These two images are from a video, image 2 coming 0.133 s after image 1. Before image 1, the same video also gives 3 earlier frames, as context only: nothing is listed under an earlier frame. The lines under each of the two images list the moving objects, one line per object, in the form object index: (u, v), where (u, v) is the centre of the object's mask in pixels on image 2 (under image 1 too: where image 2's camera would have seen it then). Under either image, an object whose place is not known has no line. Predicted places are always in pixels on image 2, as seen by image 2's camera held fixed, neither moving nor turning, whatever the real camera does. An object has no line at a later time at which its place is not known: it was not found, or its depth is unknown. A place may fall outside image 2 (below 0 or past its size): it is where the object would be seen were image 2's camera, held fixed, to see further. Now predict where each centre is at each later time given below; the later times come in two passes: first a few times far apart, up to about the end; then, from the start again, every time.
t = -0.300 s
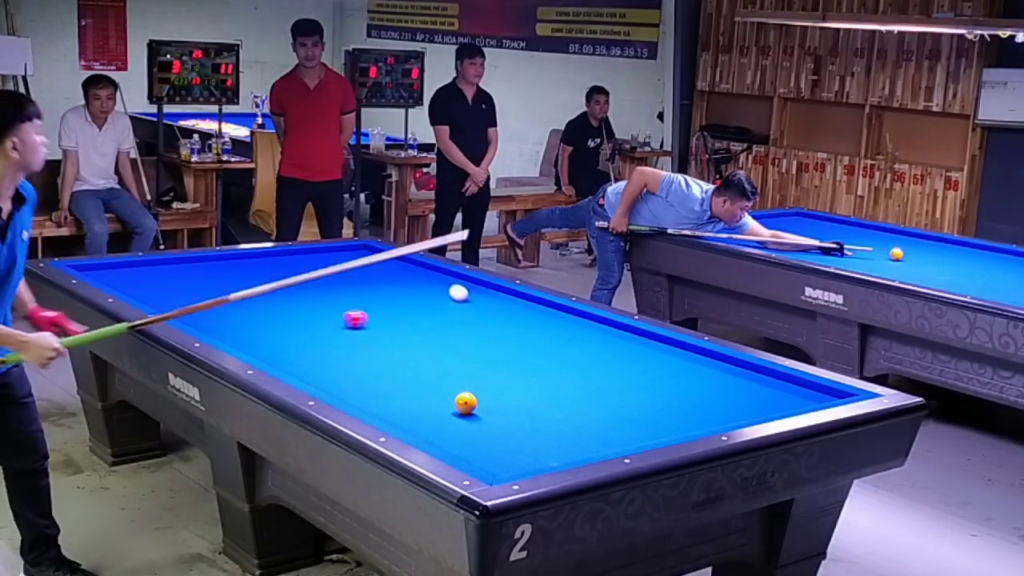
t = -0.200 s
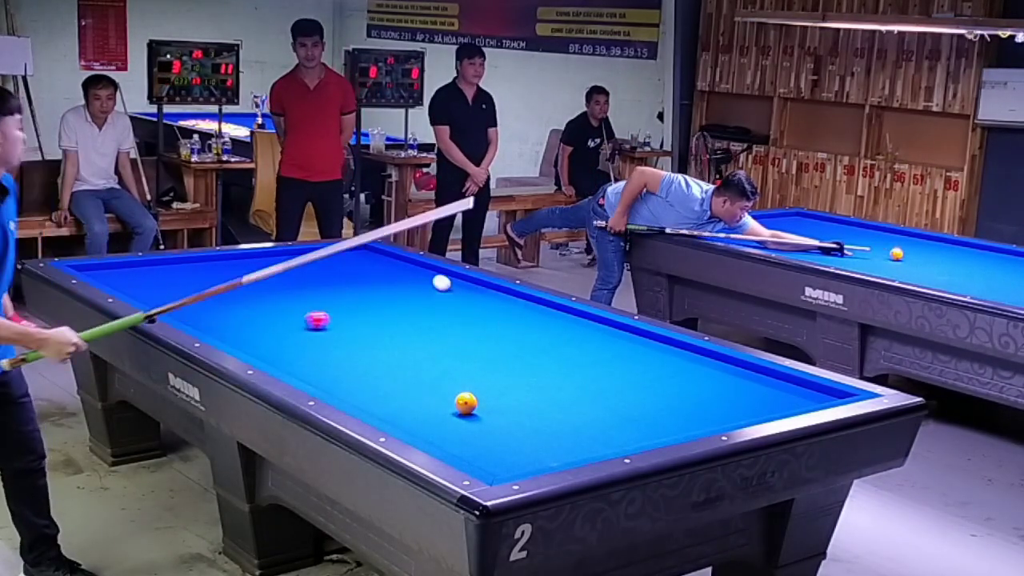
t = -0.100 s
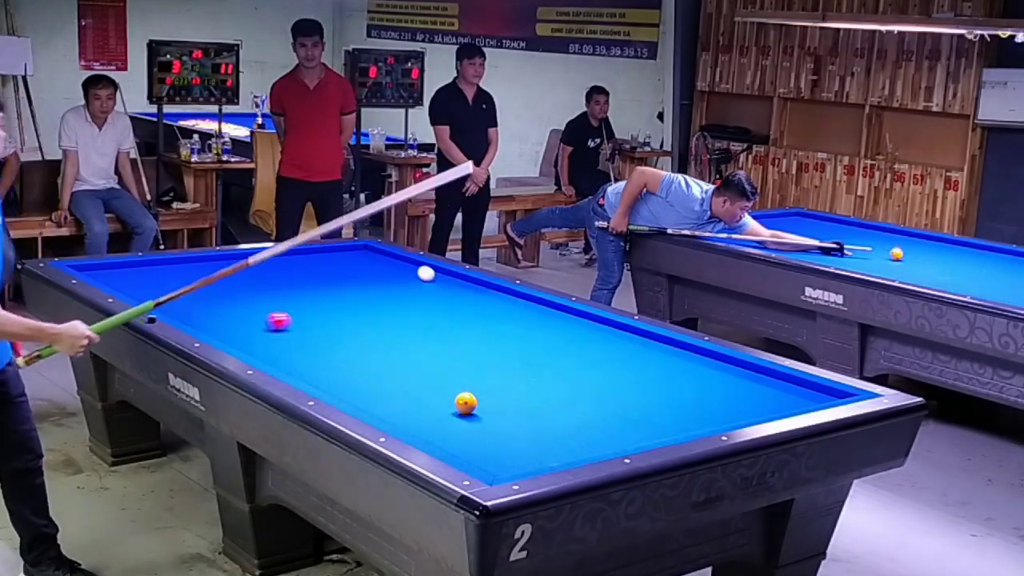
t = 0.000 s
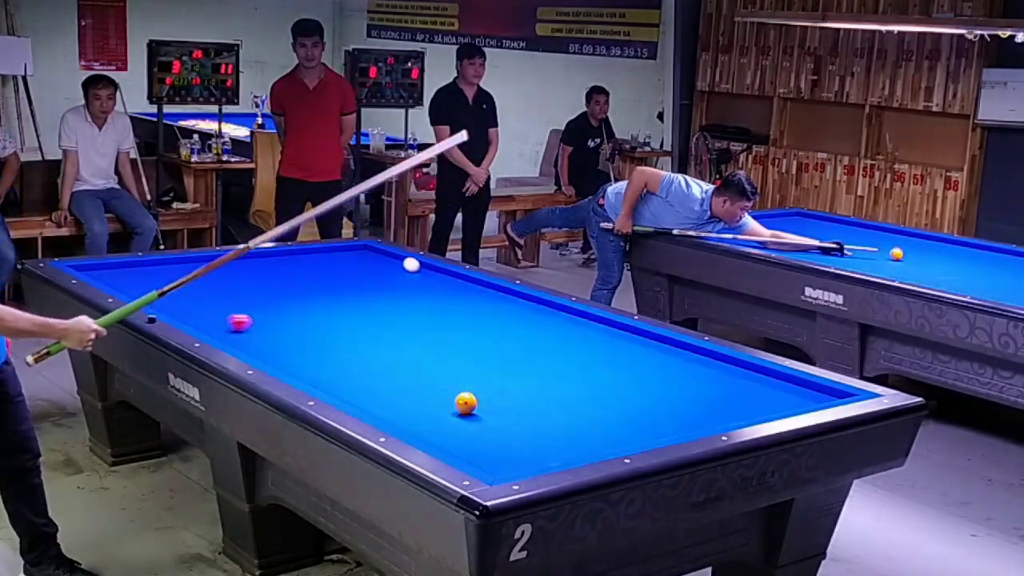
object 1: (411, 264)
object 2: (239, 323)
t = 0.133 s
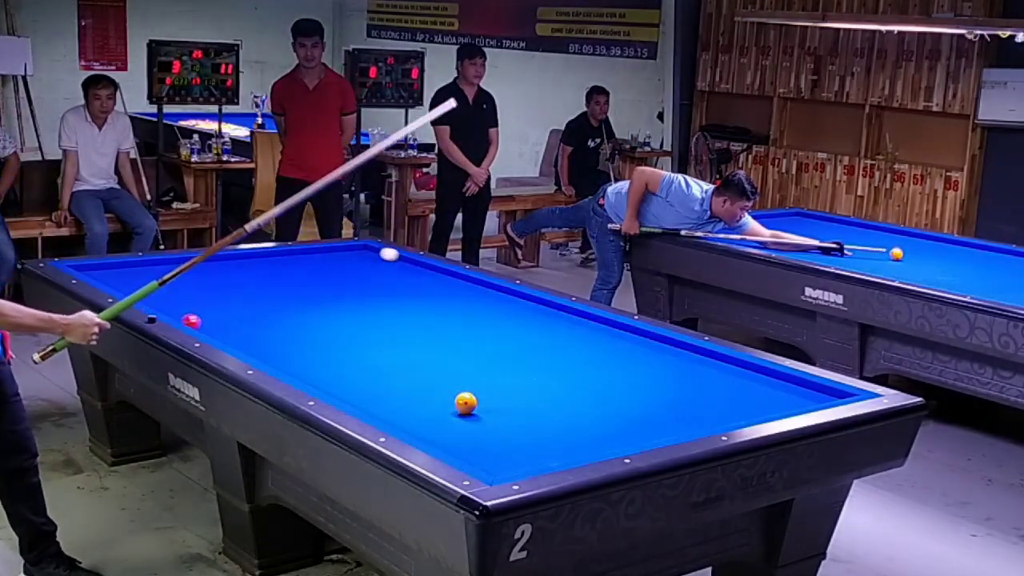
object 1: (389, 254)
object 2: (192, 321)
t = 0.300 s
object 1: (353, 247)
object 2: (230, 317)
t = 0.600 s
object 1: (378, 262)
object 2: (275, 309)
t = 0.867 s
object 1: (395, 274)
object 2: (309, 302)
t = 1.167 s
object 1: (416, 289)
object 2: (345, 295)
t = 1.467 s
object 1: (439, 305)
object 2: (377, 288)
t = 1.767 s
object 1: (464, 323)
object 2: (406, 283)
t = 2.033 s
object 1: (488, 340)
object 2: (431, 278)
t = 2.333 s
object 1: (518, 361)
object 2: (446, 273)
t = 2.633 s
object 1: (550, 385)
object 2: (425, 274)
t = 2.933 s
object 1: (587, 412)
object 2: (404, 274)
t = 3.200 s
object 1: (623, 437)
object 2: (387, 274)
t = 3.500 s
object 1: (588, 431)
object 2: (367, 275)
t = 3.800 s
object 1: (545, 420)
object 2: (349, 275)
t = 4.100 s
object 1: (506, 410)
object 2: (331, 275)
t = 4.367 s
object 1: (485, 403)
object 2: (316, 275)
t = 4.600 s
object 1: (482, 398)
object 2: (304, 276)
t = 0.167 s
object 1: (379, 252)
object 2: (199, 321)
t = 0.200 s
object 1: (371, 250)
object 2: (207, 321)
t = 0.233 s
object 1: (362, 249)
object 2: (215, 320)
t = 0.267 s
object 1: (355, 247)
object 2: (223, 319)
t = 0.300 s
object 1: (353, 247)
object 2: (230, 317)
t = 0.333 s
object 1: (357, 249)
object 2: (236, 316)
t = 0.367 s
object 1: (360, 251)
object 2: (242, 315)
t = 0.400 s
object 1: (363, 252)
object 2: (247, 314)
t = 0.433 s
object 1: (366, 254)
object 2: (253, 314)
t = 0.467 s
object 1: (369, 256)
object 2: (257, 313)
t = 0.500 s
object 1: (371, 257)
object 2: (262, 312)
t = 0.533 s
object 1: (374, 259)
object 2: (266, 311)
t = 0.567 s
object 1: (376, 261)
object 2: (271, 310)
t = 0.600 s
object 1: (378, 262)
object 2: (275, 309)
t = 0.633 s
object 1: (380, 264)
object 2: (280, 308)
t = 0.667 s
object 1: (382, 265)
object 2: (284, 307)
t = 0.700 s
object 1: (385, 267)
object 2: (289, 306)
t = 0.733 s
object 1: (387, 268)
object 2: (293, 305)
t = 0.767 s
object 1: (389, 270)
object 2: (297, 304)
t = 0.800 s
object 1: (391, 271)
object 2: (301, 304)
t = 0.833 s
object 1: (393, 273)
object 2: (306, 303)
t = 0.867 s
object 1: (395, 274)
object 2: (309, 302)
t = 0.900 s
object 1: (398, 276)
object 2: (314, 301)
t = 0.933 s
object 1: (400, 277)
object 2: (318, 301)
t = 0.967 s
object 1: (402, 279)
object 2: (322, 300)
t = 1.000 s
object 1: (405, 281)
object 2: (326, 299)
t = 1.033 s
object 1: (407, 282)
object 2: (329, 298)
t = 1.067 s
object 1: (409, 284)
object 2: (333, 297)
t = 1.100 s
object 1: (411, 286)
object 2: (337, 297)
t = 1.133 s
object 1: (414, 287)
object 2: (341, 296)
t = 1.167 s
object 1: (416, 289)
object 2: (345, 295)
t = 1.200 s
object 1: (419, 291)
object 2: (348, 294)
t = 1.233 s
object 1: (421, 293)
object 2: (352, 294)
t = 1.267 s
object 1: (424, 294)
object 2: (356, 293)
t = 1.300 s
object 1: (426, 296)
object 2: (359, 292)
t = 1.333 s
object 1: (429, 298)
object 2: (363, 291)
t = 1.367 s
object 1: (431, 300)
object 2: (366, 290)
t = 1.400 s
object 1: (434, 301)
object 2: (370, 290)
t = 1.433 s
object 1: (437, 304)
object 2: (373, 289)
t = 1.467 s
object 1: (439, 305)
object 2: (377, 288)
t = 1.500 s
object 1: (442, 307)
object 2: (381, 288)
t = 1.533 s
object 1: (444, 309)
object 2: (384, 287)
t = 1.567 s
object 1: (447, 311)
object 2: (387, 286)
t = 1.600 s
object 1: (450, 313)
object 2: (390, 286)
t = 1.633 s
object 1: (453, 315)
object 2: (394, 285)
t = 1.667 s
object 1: (455, 317)
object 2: (397, 284)
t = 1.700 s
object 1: (458, 319)
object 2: (400, 284)
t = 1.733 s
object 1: (461, 321)
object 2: (404, 283)
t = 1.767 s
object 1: (464, 323)
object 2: (406, 283)
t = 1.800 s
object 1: (467, 325)
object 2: (410, 282)
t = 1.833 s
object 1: (470, 327)
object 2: (413, 281)
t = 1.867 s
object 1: (473, 329)
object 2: (416, 281)
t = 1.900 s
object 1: (476, 331)
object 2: (419, 280)
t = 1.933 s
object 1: (479, 334)
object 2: (422, 279)
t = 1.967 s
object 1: (482, 336)
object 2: (425, 279)
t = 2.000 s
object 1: (485, 338)
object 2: (428, 278)
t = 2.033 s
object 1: (488, 340)
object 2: (431, 278)
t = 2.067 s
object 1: (491, 343)
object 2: (434, 277)
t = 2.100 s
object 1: (494, 345)
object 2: (436, 276)
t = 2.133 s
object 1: (498, 347)
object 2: (439, 276)
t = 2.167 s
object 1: (501, 349)
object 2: (442, 275)
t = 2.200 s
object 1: (504, 352)
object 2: (445, 275)
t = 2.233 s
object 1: (507, 354)
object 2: (448, 274)
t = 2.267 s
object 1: (511, 357)
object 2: (450, 273)
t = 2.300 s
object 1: (514, 359)
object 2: (450, 273)
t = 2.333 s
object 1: (518, 361)
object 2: (446, 273)
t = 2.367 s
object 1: (521, 364)
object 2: (444, 273)
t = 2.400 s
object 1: (525, 366)
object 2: (441, 274)
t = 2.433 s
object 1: (528, 369)
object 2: (439, 274)
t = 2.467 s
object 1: (532, 372)
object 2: (436, 274)
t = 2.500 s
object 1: (536, 374)
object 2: (434, 274)
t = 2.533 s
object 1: (539, 377)
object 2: (432, 274)
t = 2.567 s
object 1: (543, 380)
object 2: (429, 274)
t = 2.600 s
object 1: (547, 382)
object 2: (427, 274)
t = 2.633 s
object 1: (550, 385)
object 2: (425, 274)
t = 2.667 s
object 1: (554, 388)
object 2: (423, 274)
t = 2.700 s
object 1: (558, 391)
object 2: (420, 274)
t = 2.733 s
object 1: (562, 394)
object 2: (418, 274)
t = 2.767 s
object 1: (566, 397)
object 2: (416, 274)
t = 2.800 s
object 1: (570, 400)
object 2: (413, 274)
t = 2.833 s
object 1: (574, 403)
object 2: (411, 274)
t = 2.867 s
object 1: (578, 406)
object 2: (409, 274)
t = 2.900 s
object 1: (583, 409)
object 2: (407, 274)
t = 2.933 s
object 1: (587, 412)
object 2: (404, 274)
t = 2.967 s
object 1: (592, 415)
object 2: (402, 274)
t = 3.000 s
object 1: (596, 418)
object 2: (400, 274)
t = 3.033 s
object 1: (600, 421)
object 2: (398, 274)
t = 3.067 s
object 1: (605, 424)
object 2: (396, 274)
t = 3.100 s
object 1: (609, 428)
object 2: (393, 274)
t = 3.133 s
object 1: (614, 431)
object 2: (391, 274)
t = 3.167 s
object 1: (619, 434)
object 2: (389, 274)
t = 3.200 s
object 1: (623, 437)
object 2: (387, 274)
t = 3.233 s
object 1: (628, 439)
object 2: (385, 274)
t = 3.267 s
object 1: (629, 440)
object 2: (382, 274)
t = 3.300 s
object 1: (622, 439)
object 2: (380, 274)
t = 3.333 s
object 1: (615, 438)
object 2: (378, 274)
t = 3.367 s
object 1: (609, 437)
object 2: (376, 274)
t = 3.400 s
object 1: (604, 435)
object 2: (374, 274)
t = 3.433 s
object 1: (598, 434)
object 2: (372, 275)
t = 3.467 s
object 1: (593, 433)
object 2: (370, 275)
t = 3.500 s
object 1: (588, 431)
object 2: (367, 275)
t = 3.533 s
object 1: (583, 430)
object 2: (365, 275)
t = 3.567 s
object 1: (579, 429)
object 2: (363, 275)
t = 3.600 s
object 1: (574, 428)
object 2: (361, 275)
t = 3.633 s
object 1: (569, 427)
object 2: (359, 275)
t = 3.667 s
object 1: (564, 425)
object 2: (357, 275)
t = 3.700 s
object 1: (559, 424)
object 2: (355, 275)
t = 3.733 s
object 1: (555, 423)
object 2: (353, 275)
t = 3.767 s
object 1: (550, 421)
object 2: (351, 275)
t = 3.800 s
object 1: (545, 420)
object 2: (349, 275)
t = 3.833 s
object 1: (541, 419)
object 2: (347, 275)
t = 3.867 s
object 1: (536, 418)
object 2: (345, 275)
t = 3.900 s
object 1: (532, 417)
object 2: (343, 275)
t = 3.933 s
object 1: (527, 416)
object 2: (341, 275)
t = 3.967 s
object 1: (523, 414)
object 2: (339, 275)
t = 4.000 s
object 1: (518, 413)
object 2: (337, 275)
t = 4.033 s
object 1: (514, 412)
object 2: (335, 275)
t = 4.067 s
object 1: (510, 411)
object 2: (333, 275)
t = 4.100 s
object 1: (506, 410)
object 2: (331, 275)
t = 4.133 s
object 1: (501, 409)
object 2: (330, 275)
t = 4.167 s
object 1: (497, 408)
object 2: (328, 275)
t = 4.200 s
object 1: (493, 407)
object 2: (326, 275)
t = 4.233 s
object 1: (489, 406)
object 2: (324, 275)
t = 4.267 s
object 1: (486, 405)
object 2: (322, 275)
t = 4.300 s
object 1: (486, 404)
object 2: (320, 275)
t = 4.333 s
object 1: (486, 404)
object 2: (318, 275)
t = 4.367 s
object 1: (485, 403)
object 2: (316, 275)
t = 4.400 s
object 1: (485, 402)
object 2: (315, 275)
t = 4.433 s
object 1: (484, 402)
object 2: (313, 276)
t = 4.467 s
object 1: (484, 401)
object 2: (311, 276)
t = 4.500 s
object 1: (483, 401)
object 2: (309, 276)
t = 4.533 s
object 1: (483, 400)
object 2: (307, 276)
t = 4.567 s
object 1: (482, 399)
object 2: (306, 276)
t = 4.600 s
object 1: (482, 398)
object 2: (304, 276)
